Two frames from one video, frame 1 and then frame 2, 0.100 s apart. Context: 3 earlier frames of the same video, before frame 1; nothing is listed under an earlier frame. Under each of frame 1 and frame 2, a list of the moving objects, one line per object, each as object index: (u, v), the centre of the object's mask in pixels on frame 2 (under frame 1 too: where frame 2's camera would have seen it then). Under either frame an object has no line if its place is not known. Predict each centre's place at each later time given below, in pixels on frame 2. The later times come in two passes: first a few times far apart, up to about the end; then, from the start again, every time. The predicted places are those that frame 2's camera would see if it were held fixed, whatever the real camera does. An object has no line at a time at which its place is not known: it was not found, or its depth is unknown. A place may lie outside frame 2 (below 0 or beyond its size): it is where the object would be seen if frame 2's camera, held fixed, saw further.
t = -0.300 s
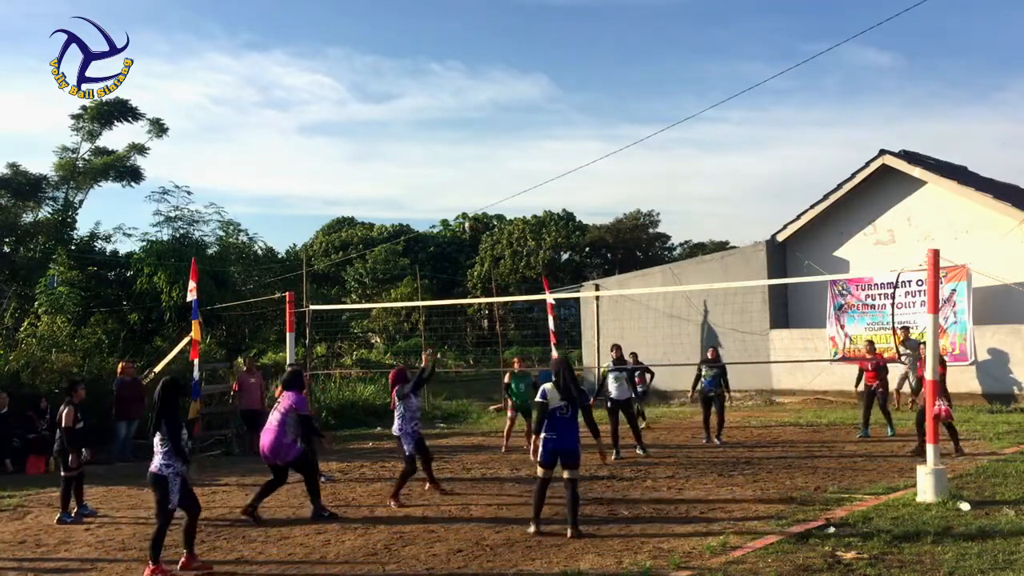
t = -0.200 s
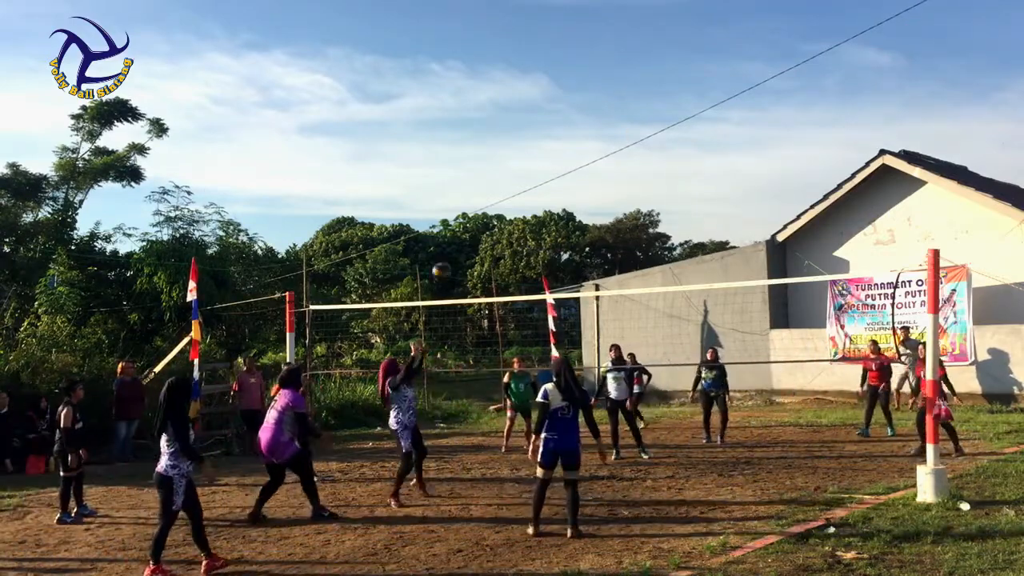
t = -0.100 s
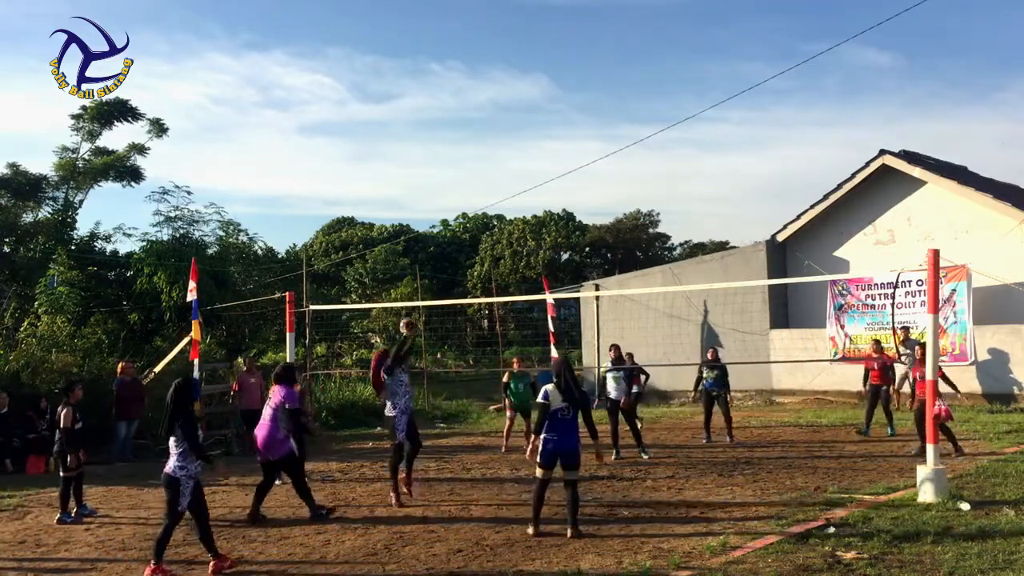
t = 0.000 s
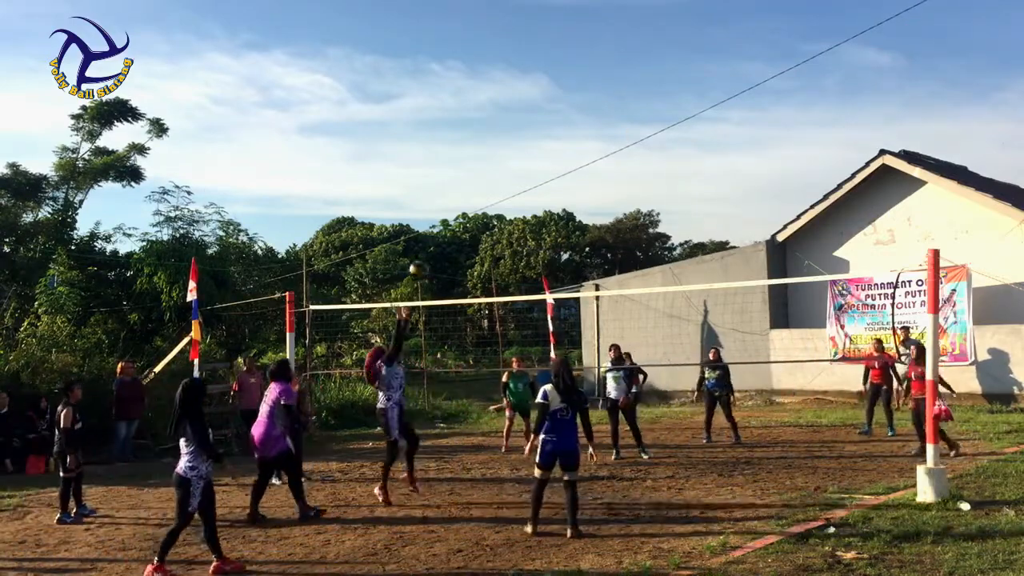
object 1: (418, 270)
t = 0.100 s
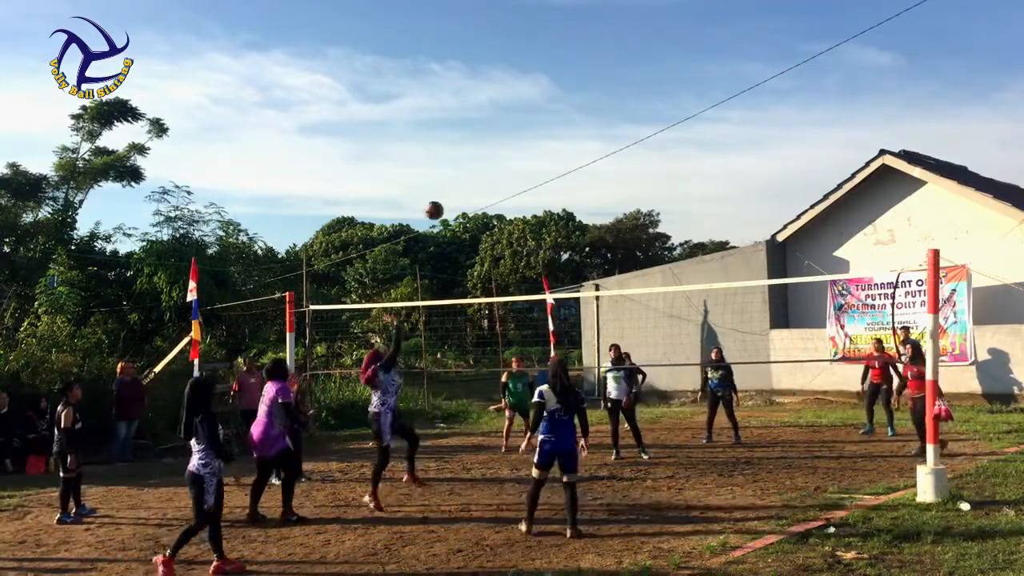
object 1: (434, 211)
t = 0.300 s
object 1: (464, 119)
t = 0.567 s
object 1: (504, 53)
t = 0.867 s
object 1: (550, 52)
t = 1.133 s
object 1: (593, 118)
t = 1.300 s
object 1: (620, 190)
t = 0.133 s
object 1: (438, 193)
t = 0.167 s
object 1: (444, 176)
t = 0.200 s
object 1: (449, 160)
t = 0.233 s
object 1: (454, 145)
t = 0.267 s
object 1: (459, 132)
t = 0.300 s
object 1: (464, 119)
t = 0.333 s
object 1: (469, 108)
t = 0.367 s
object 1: (474, 97)
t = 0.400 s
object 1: (479, 87)
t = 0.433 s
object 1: (484, 78)
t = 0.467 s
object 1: (489, 70)
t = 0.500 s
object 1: (494, 63)
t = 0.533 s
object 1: (499, 58)
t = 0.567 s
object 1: (504, 53)
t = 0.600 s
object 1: (509, 49)
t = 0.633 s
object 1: (514, 46)
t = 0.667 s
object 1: (519, 44)
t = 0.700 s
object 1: (524, 43)
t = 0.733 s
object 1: (529, 43)
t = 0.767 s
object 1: (535, 44)
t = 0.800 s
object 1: (539, 46)
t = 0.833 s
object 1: (545, 49)
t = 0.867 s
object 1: (550, 52)
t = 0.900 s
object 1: (555, 57)
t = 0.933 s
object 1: (561, 63)
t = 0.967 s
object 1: (566, 70)
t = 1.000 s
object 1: (572, 77)
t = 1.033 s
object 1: (577, 86)
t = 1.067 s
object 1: (582, 96)
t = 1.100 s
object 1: (588, 107)
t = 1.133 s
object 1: (593, 118)
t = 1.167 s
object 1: (598, 130)
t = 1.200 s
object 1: (604, 144)
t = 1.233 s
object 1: (609, 158)
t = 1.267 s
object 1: (614, 173)
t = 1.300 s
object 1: (620, 190)
